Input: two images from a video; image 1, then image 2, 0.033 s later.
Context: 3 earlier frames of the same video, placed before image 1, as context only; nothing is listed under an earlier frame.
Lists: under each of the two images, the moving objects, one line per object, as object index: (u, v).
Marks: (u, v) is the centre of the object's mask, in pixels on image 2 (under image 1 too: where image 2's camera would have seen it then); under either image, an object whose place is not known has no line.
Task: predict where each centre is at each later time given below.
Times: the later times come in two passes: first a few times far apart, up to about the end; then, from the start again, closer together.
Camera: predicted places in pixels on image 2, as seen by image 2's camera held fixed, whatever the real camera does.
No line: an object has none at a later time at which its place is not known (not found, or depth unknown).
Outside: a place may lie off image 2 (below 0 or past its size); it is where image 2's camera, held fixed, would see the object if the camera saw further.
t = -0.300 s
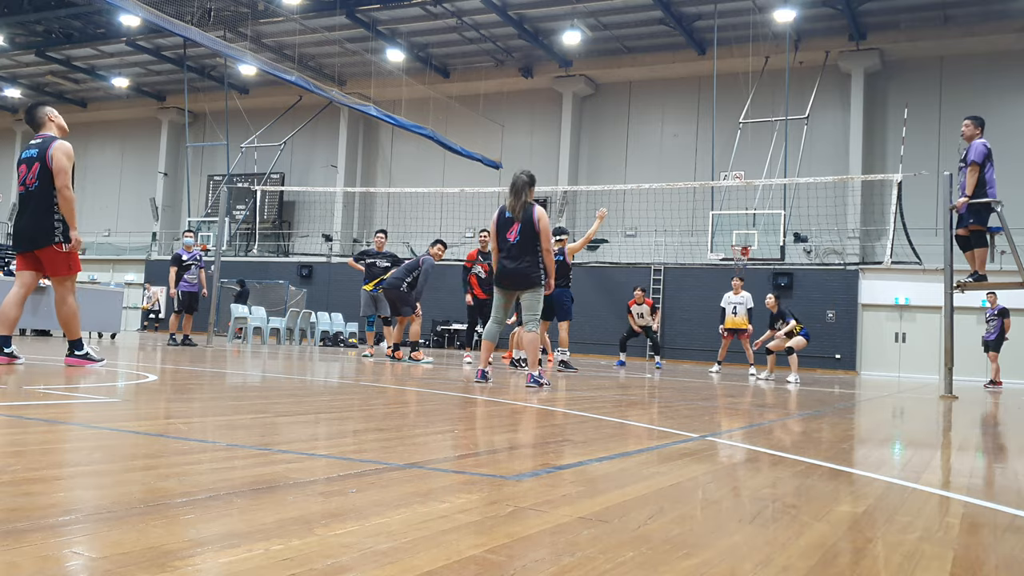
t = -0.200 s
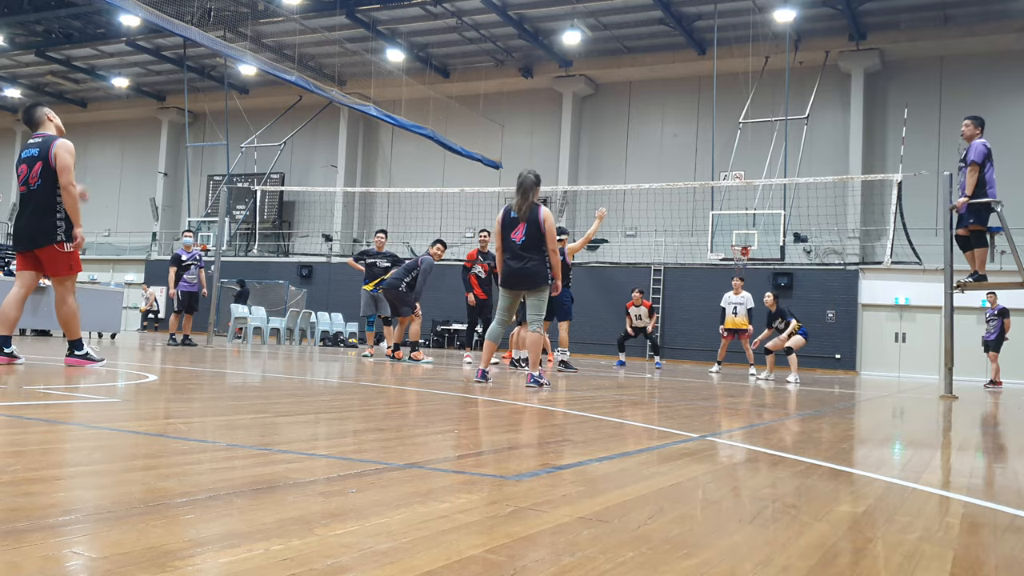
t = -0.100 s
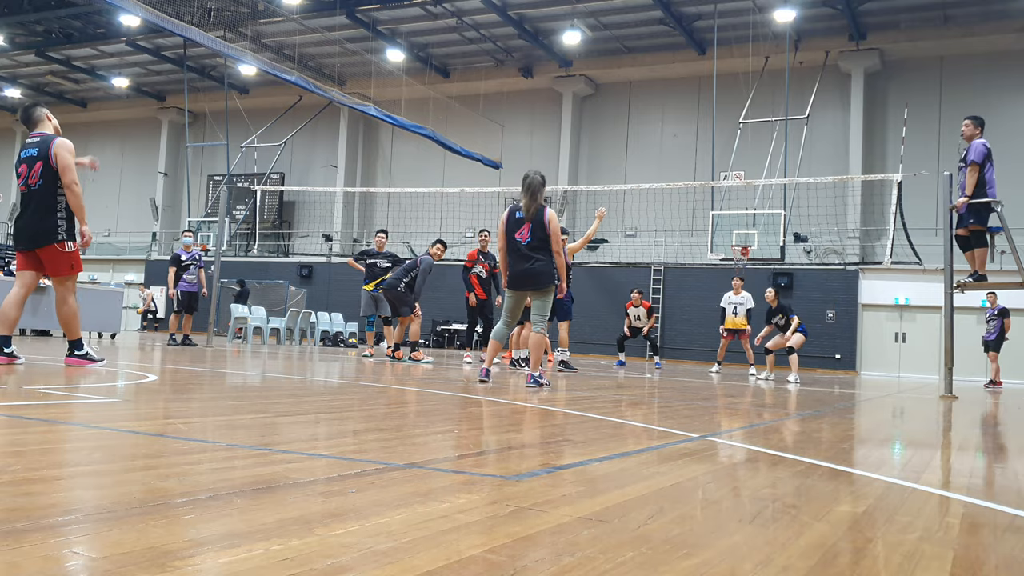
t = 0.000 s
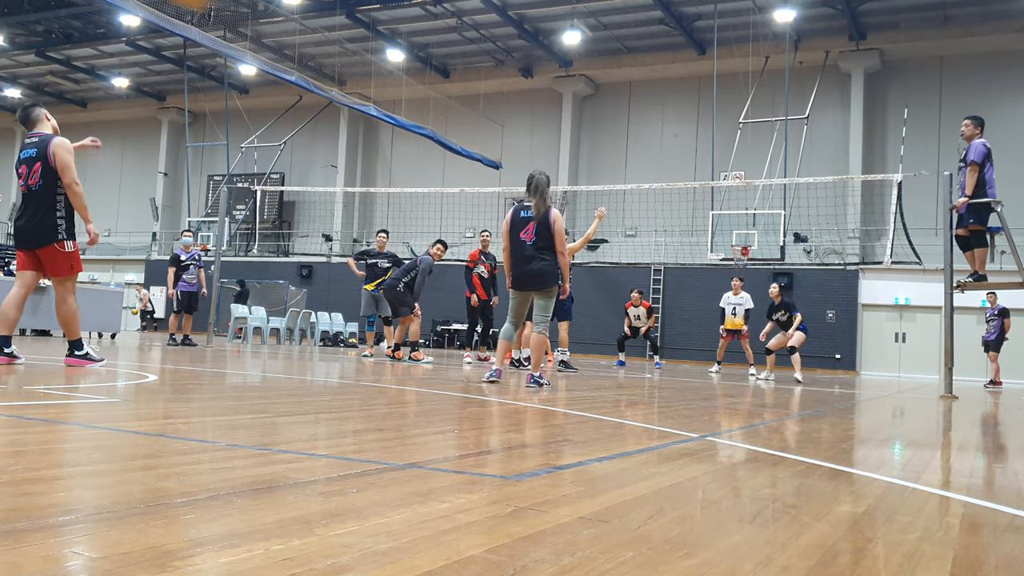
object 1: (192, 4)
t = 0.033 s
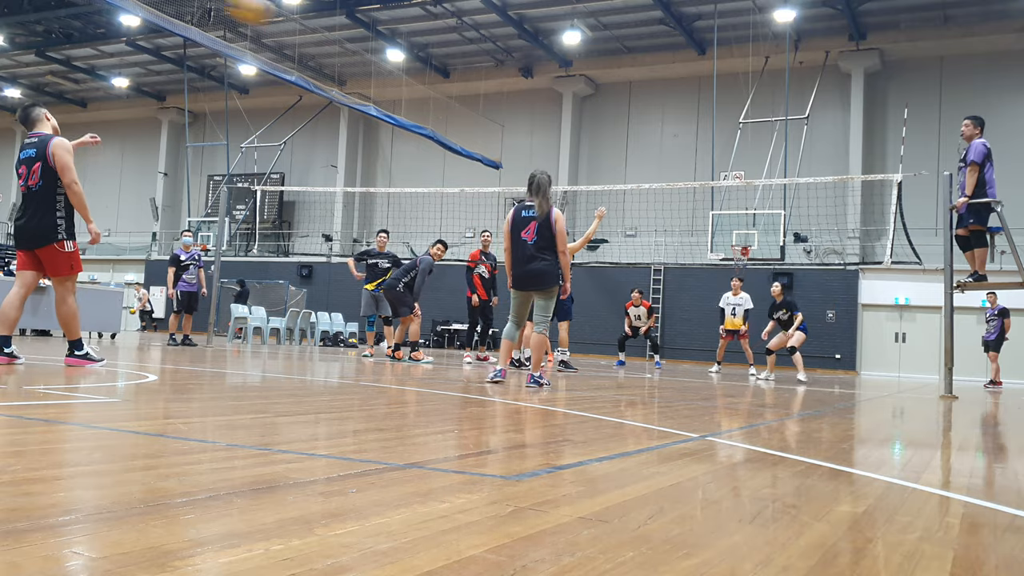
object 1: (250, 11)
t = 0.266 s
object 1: (522, 103)
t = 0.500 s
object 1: (664, 177)
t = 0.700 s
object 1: (747, 240)
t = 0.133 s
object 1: (390, 51)
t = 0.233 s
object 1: (495, 91)
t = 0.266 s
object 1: (522, 103)
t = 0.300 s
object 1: (547, 114)
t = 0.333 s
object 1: (571, 126)
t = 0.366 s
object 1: (592, 136)
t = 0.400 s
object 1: (612, 147)
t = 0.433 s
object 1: (631, 158)
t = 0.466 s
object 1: (649, 169)
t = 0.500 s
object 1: (664, 177)
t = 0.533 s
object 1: (681, 192)
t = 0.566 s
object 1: (695, 200)
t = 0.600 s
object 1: (709, 209)
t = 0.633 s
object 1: (723, 220)
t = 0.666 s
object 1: (735, 229)
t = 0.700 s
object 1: (747, 240)
